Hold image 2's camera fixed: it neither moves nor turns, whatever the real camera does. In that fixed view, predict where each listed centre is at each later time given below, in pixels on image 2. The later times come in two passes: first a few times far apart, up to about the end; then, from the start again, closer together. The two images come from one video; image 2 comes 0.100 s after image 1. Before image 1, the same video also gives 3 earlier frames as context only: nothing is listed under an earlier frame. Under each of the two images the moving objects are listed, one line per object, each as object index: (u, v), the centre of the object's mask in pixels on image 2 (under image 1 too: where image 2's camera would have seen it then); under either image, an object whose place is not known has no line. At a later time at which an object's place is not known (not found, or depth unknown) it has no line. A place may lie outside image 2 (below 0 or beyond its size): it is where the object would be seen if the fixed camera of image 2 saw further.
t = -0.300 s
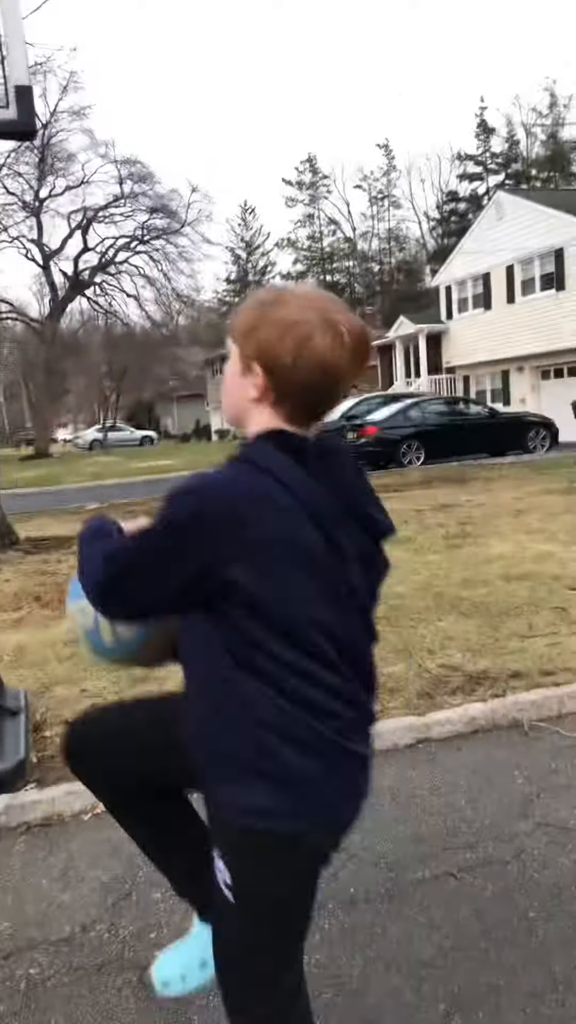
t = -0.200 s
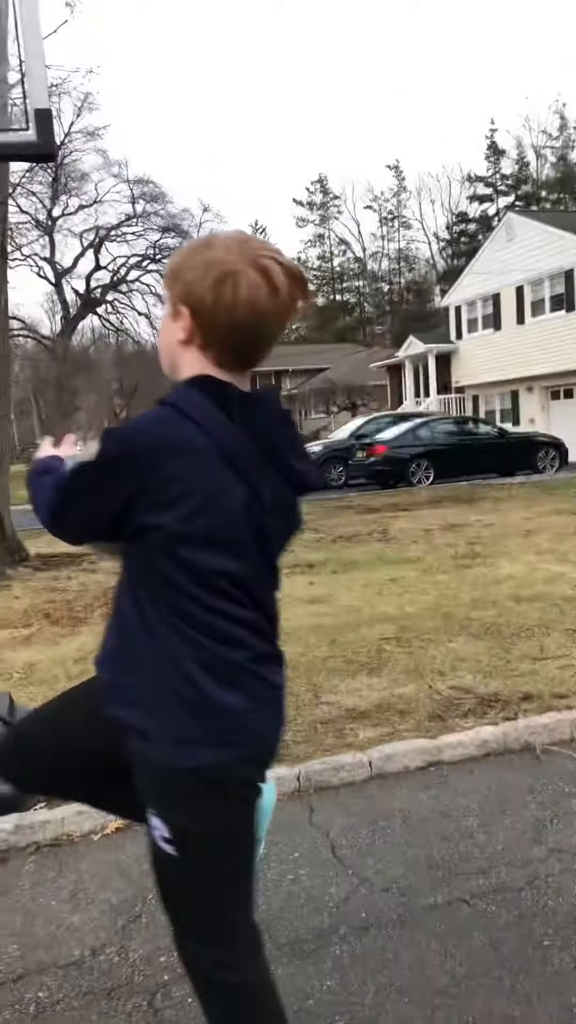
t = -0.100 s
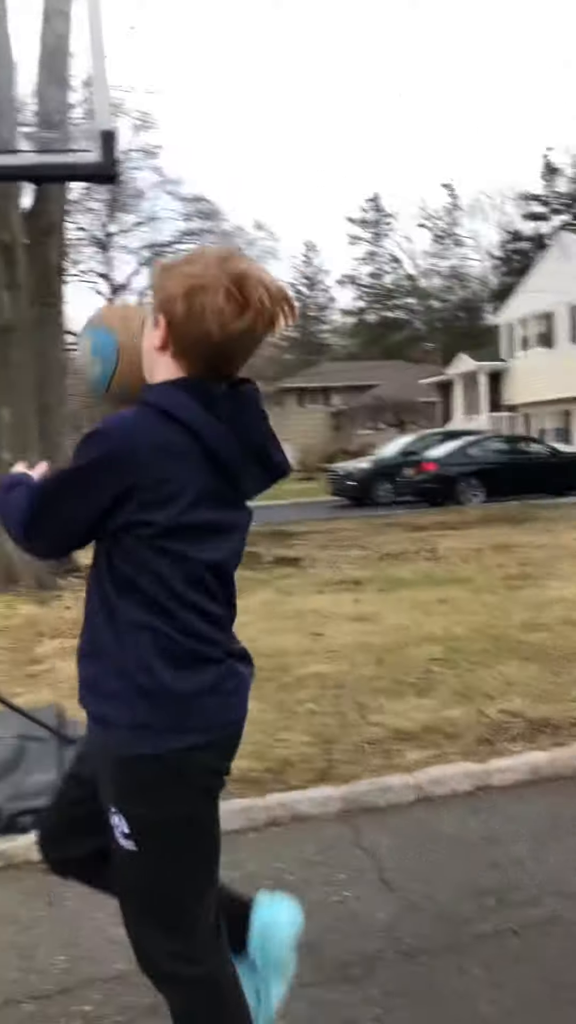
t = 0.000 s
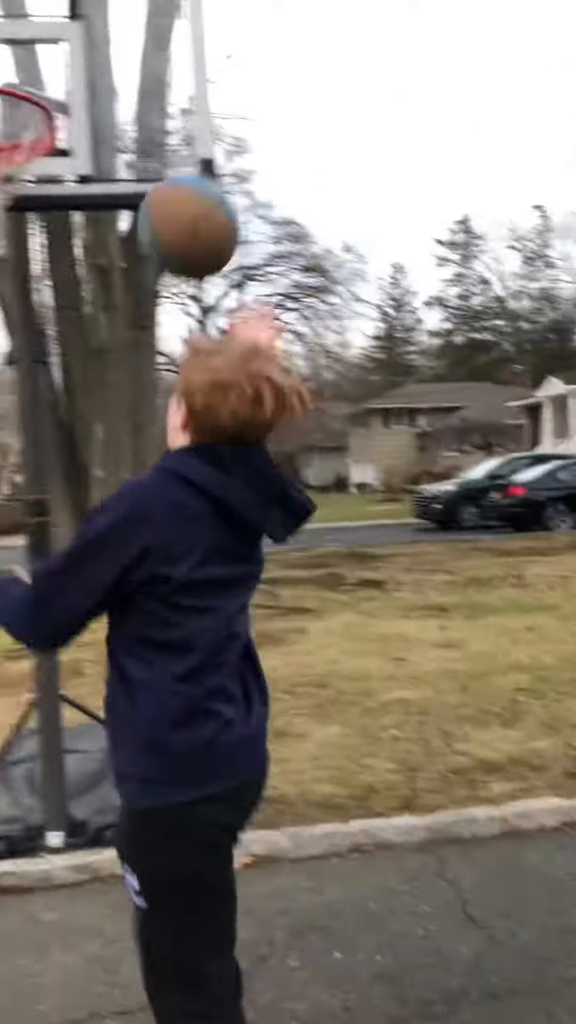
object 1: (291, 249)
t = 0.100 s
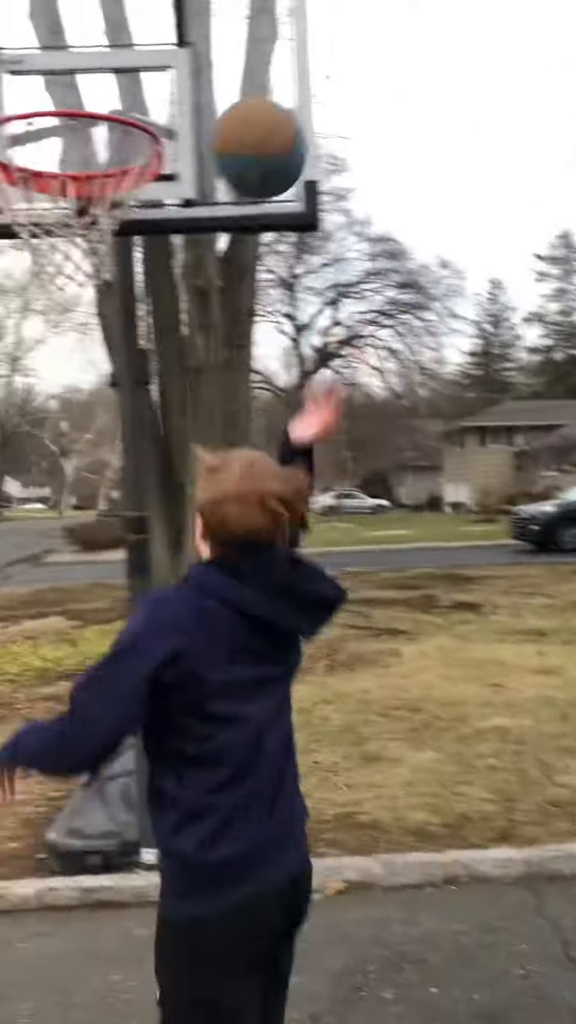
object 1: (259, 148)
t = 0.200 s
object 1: (229, 94)
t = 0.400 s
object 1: (180, 100)
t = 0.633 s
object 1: (174, 137)
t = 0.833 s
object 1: (192, 181)
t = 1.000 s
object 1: (217, 306)
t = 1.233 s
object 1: (246, 628)
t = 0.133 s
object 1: (249, 126)
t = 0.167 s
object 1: (240, 108)
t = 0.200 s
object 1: (229, 94)
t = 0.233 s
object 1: (220, 85)
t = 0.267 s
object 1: (211, 80)
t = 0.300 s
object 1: (202, 79)
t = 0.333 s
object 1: (194, 83)
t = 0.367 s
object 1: (186, 90)
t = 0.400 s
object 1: (180, 100)
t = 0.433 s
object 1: (174, 112)
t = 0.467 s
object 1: (173, 130)
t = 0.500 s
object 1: (174, 149)
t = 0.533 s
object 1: (173, 143)
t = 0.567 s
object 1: (172, 137)
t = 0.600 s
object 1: (172, 138)
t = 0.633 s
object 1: (174, 137)
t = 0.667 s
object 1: (178, 139)
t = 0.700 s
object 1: (180, 143)
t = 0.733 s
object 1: (183, 147)
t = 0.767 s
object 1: (187, 155)
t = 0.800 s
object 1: (190, 167)
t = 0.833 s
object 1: (192, 181)
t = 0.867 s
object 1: (195, 197)
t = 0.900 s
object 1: (201, 219)
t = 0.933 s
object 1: (207, 244)
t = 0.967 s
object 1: (211, 272)
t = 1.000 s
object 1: (217, 306)
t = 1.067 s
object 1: (227, 382)
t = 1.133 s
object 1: (236, 469)
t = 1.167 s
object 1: (241, 519)
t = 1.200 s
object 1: (240, 572)
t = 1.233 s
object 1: (246, 628)
